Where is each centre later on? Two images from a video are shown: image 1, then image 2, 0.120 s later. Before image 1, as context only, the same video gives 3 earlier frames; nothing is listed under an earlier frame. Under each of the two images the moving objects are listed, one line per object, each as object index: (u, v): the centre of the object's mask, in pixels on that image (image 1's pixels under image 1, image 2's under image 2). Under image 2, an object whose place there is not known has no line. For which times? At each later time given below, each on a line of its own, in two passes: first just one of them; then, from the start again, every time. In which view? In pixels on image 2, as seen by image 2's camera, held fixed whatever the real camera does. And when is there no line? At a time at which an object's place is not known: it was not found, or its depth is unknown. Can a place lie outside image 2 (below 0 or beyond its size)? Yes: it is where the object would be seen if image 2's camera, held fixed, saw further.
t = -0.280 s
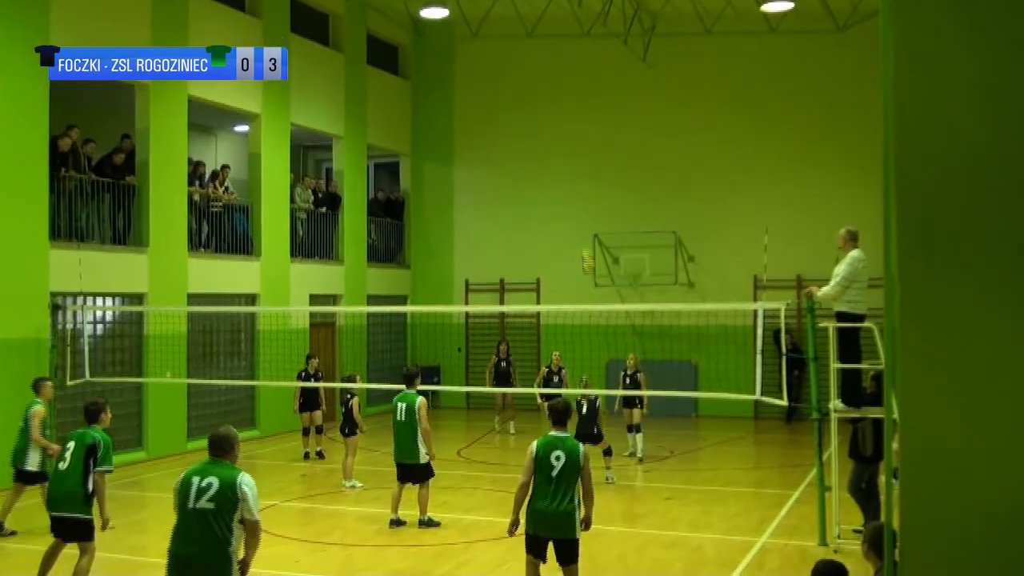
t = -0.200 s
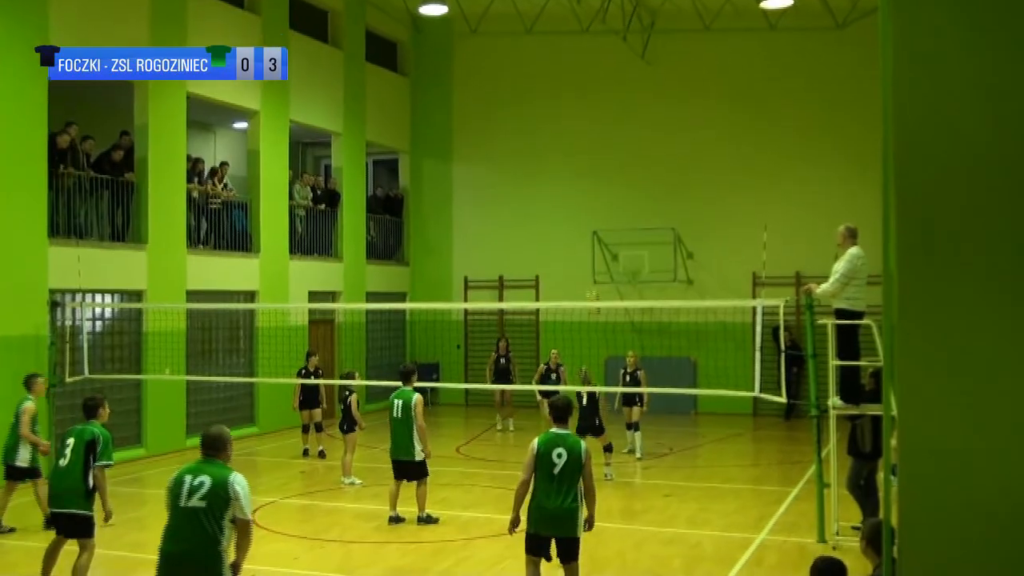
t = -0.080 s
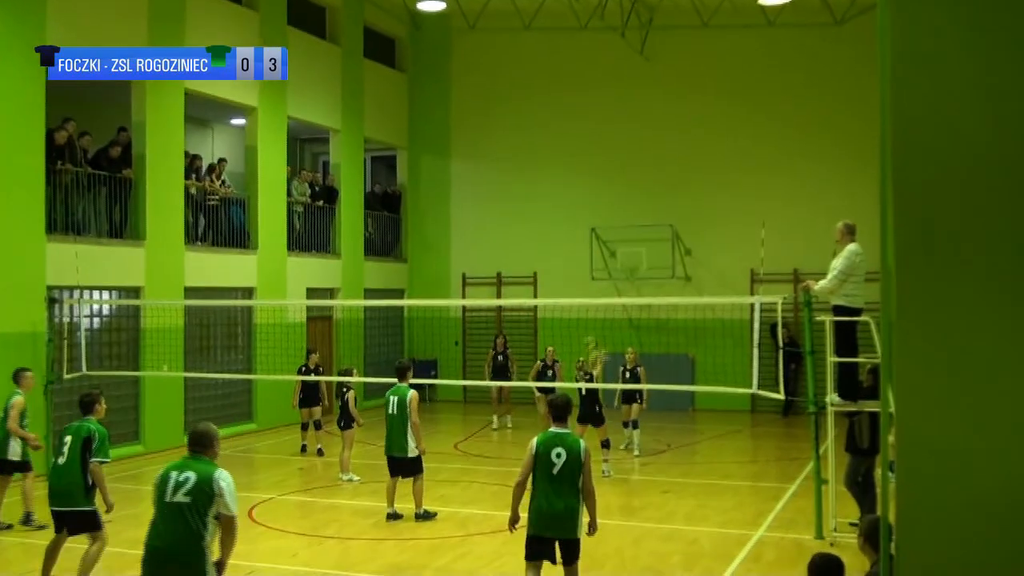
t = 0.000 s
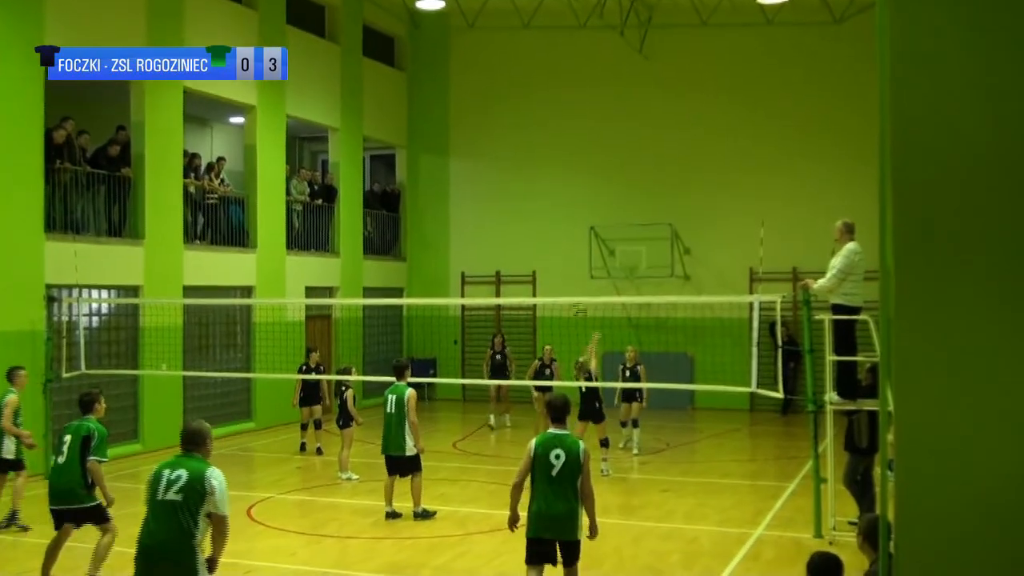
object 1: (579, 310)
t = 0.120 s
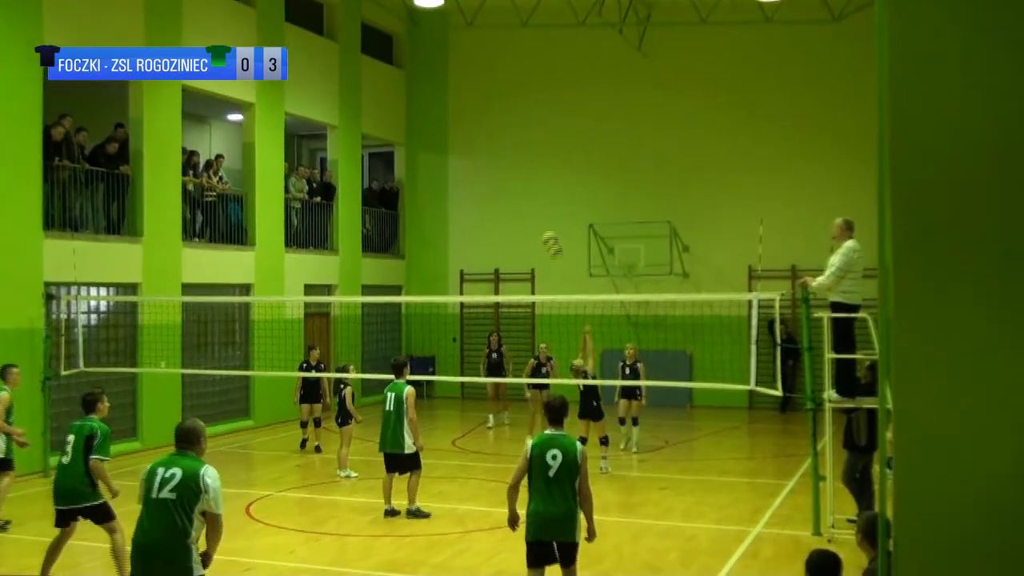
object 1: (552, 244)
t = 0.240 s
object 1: (526, 192)
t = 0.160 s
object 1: (543, 226)
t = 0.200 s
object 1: (535, 208)
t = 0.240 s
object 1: (526, 192)
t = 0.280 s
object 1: (517, 178)
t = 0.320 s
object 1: (509, 163)
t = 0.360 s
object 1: (500, 148)
